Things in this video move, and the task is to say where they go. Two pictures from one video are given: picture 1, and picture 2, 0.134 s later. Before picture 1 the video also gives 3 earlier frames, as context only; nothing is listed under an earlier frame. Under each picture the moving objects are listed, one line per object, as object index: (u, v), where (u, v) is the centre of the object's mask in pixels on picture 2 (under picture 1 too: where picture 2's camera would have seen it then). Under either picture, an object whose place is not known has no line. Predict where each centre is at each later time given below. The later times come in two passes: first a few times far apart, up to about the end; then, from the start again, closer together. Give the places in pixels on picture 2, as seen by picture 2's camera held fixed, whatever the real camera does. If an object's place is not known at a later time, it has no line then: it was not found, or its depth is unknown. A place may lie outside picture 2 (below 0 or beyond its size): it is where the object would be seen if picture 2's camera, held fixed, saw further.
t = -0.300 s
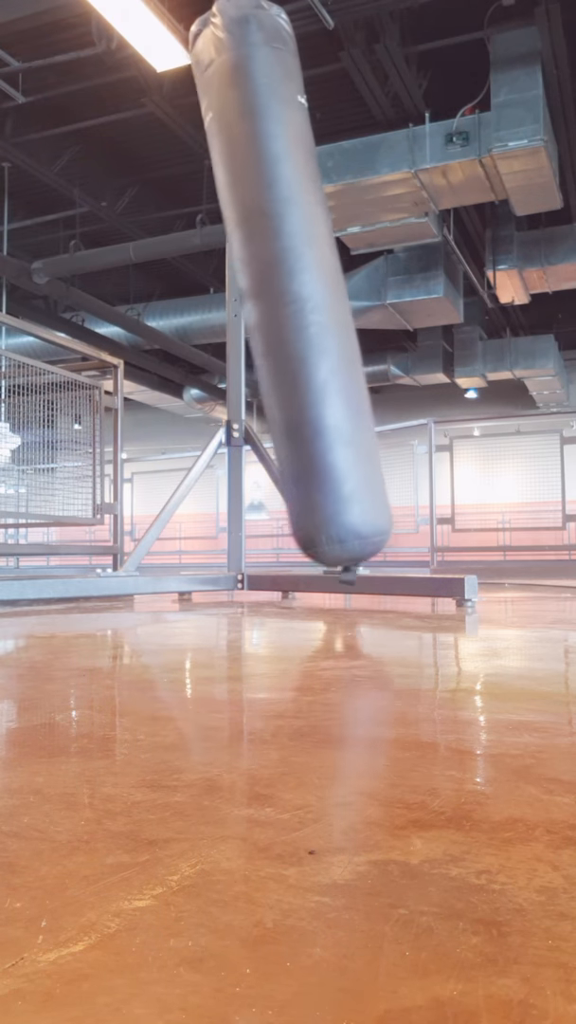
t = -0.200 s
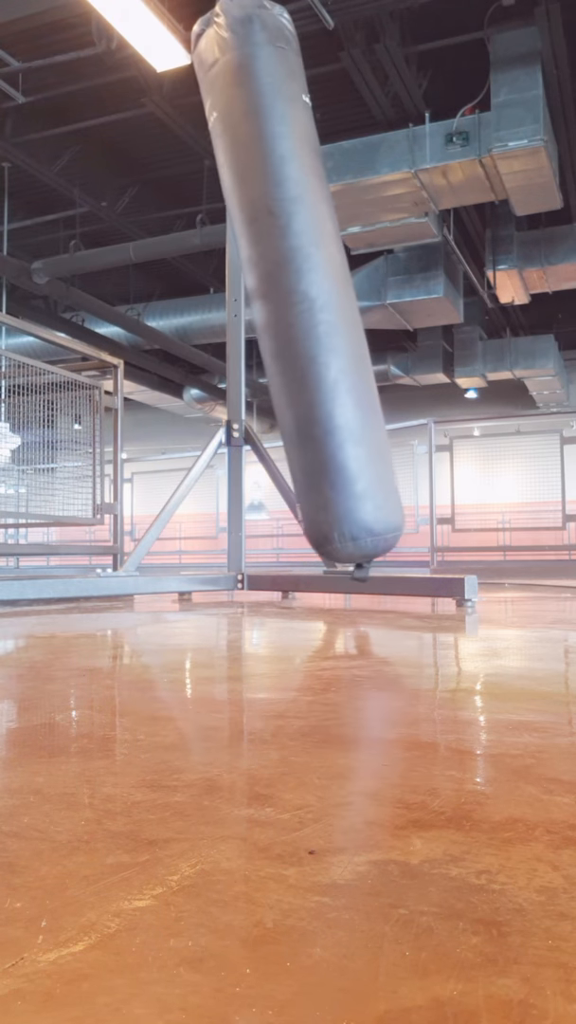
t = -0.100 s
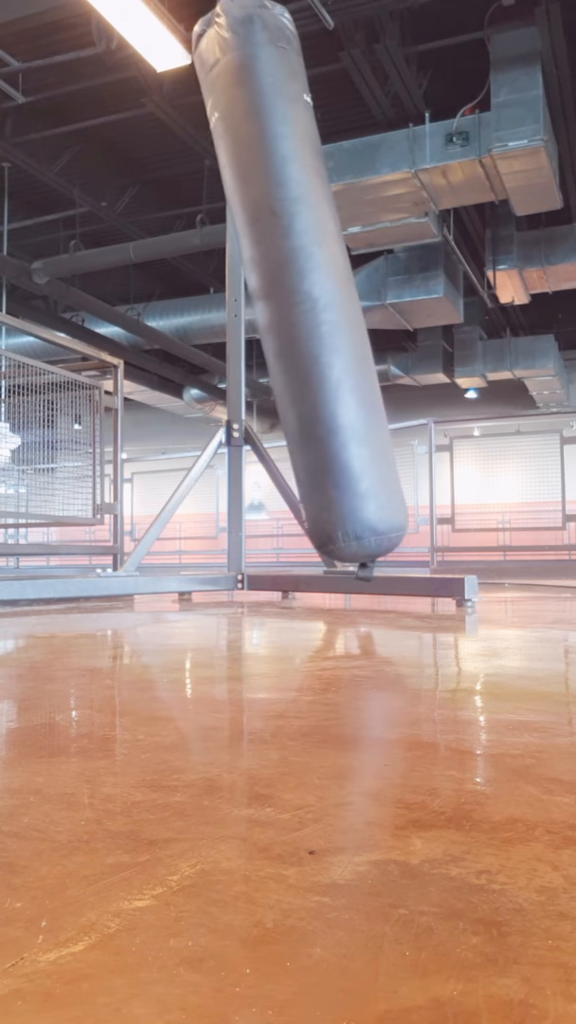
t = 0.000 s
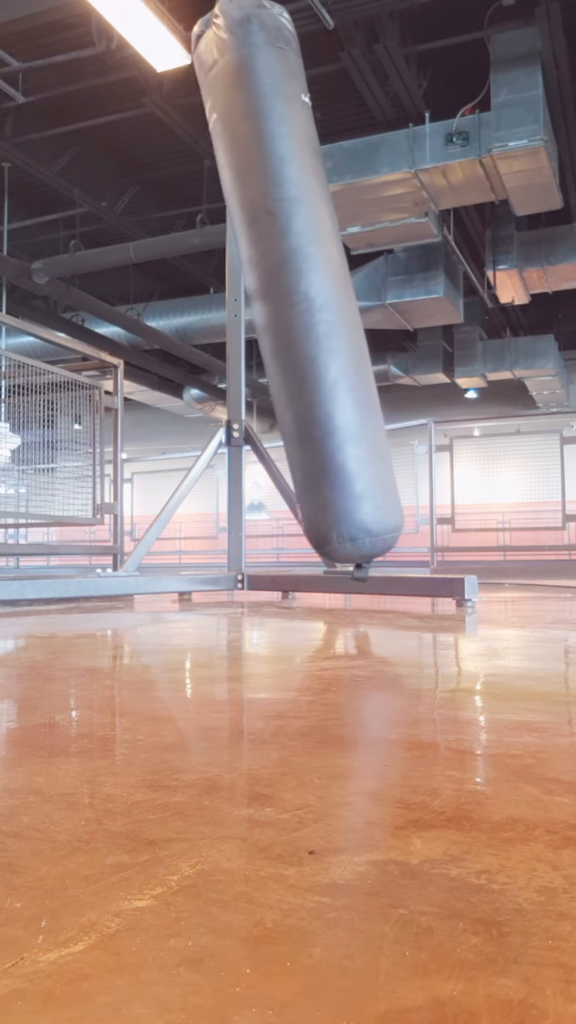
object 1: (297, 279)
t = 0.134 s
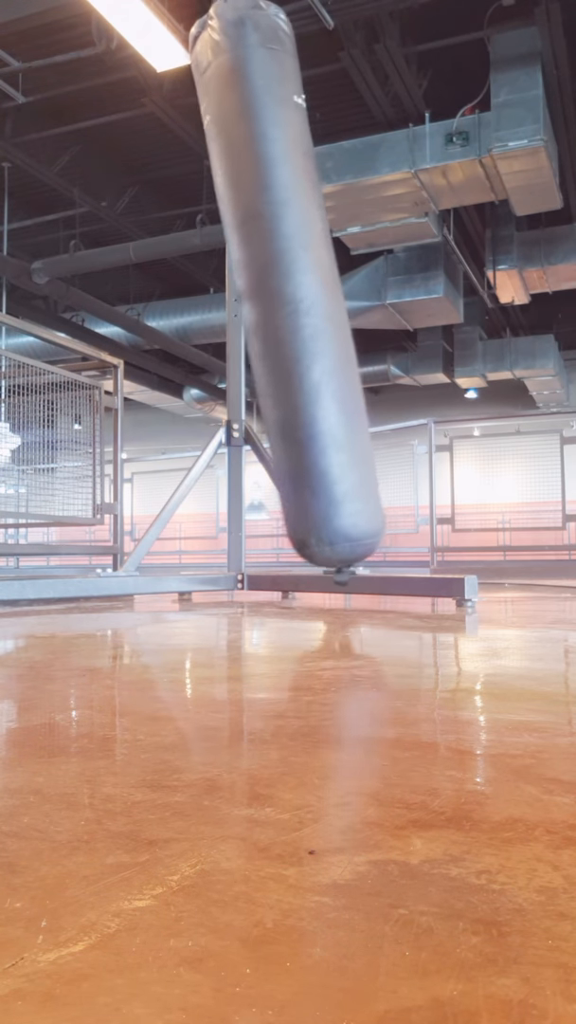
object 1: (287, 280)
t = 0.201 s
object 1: (279, 281)
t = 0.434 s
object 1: (241, 284)
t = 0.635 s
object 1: (203, 288)
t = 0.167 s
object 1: (283, 280)
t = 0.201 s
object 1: (279, 281)
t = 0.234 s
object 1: (275, 281)
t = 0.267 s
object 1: (270, 282)
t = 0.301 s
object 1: (264, 282)
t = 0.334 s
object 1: (259, 283)
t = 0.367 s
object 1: (253, 283)
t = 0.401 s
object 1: (247, 283)
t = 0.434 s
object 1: (241, 284)
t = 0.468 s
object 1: (235, 285)
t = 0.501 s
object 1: (229, 286)
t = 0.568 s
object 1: (216, 287)
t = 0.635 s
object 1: (203, 288)
